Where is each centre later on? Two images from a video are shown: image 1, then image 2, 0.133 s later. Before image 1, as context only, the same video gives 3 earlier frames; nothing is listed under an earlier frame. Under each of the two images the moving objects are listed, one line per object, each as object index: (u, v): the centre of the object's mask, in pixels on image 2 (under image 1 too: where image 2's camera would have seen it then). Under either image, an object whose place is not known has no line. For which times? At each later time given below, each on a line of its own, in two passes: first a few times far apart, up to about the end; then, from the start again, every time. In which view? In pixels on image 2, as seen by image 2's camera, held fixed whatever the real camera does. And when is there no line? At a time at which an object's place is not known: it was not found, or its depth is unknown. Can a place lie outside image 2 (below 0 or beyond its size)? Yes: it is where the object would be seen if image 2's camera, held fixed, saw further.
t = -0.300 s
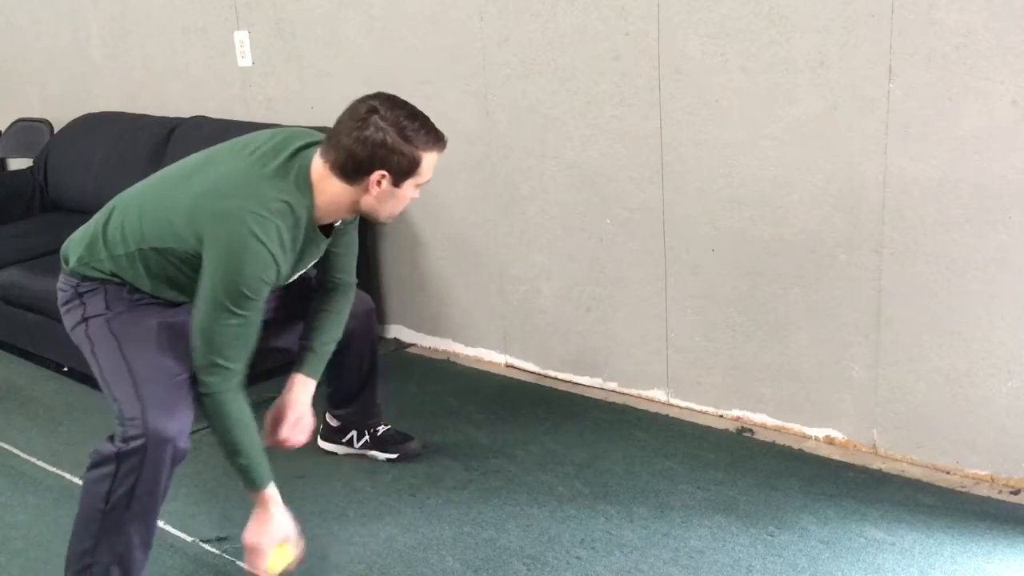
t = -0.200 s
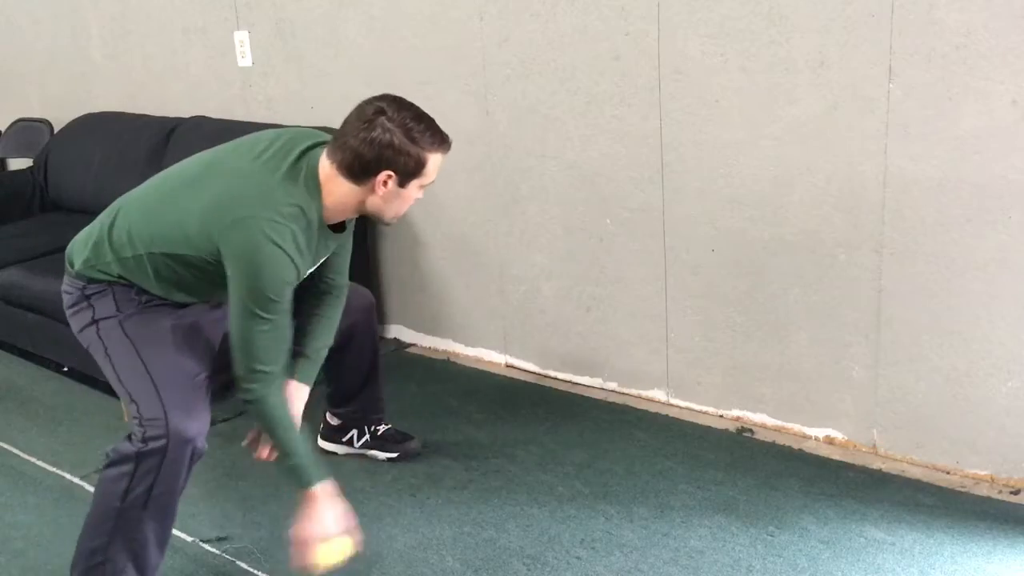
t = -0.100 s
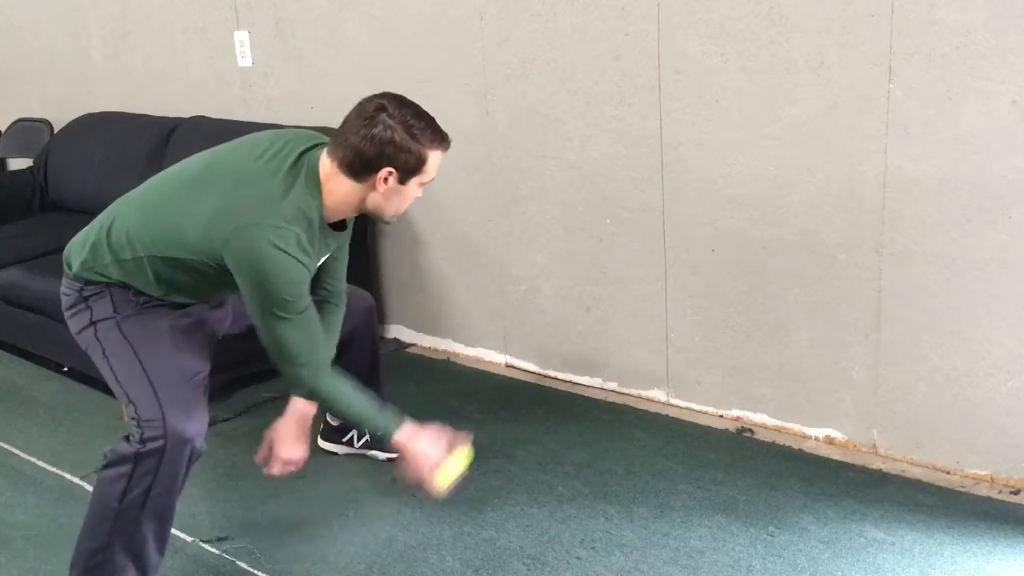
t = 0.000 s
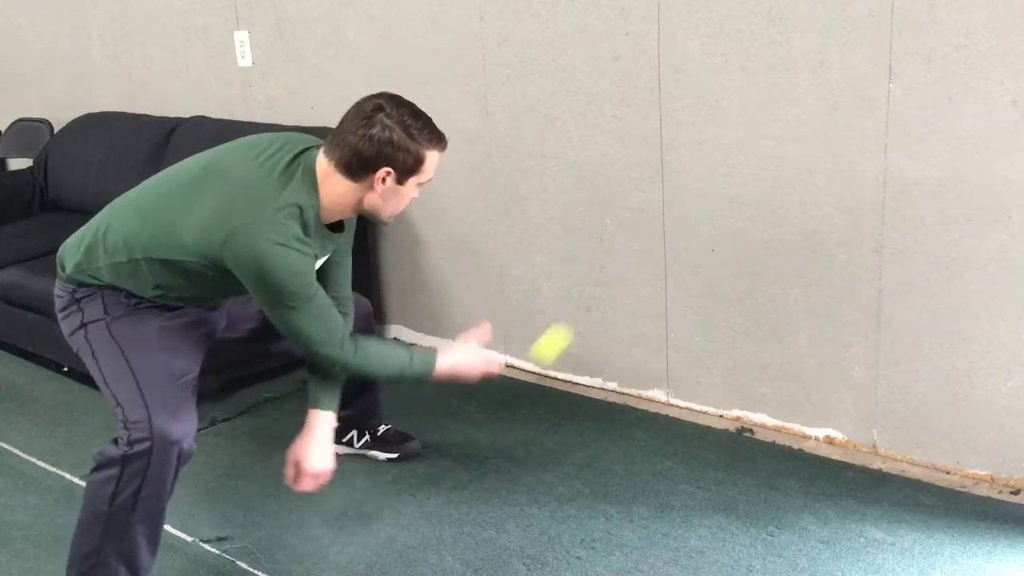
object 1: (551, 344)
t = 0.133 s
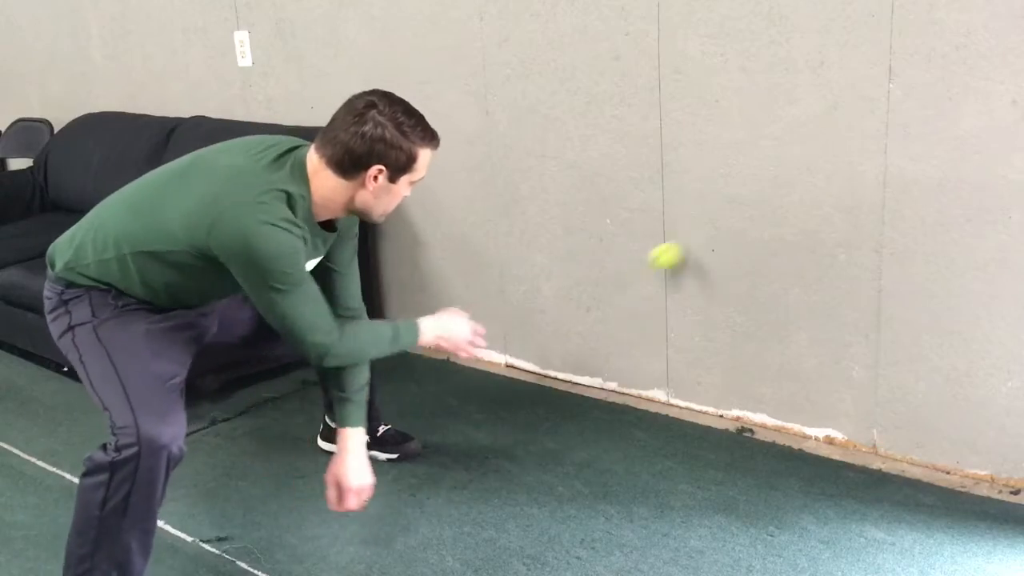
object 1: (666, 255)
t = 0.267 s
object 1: (608, 301)
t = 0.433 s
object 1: (501, 486)
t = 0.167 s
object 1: (664, 256)
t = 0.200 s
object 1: (645, 265)
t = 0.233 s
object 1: (627, 280)
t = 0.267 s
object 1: (608, 301)
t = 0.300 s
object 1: (588, 326)
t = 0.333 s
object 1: (568, 355)
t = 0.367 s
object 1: (544, 397)
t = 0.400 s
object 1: (523, 437)
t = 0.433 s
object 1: (501, 486)
